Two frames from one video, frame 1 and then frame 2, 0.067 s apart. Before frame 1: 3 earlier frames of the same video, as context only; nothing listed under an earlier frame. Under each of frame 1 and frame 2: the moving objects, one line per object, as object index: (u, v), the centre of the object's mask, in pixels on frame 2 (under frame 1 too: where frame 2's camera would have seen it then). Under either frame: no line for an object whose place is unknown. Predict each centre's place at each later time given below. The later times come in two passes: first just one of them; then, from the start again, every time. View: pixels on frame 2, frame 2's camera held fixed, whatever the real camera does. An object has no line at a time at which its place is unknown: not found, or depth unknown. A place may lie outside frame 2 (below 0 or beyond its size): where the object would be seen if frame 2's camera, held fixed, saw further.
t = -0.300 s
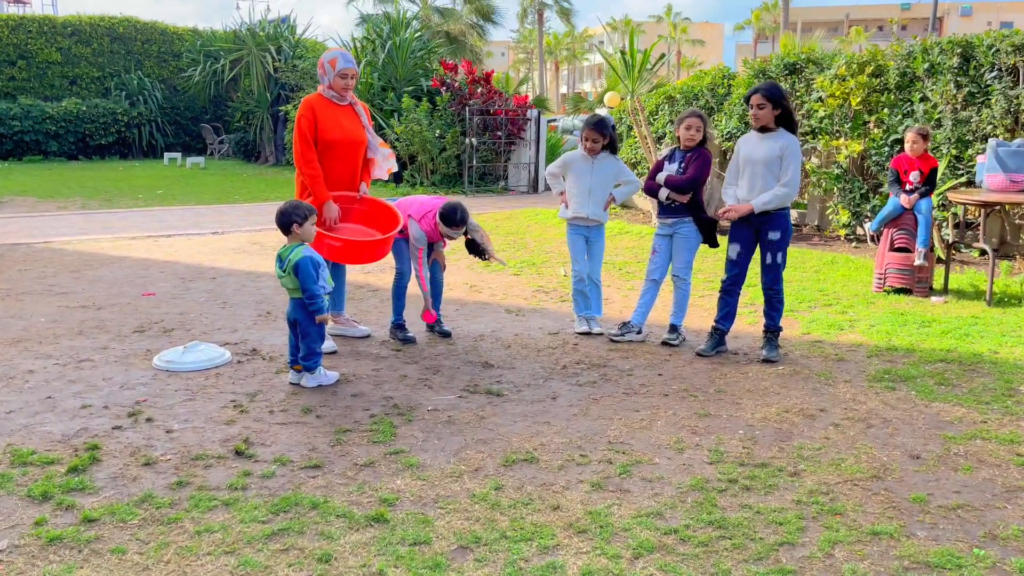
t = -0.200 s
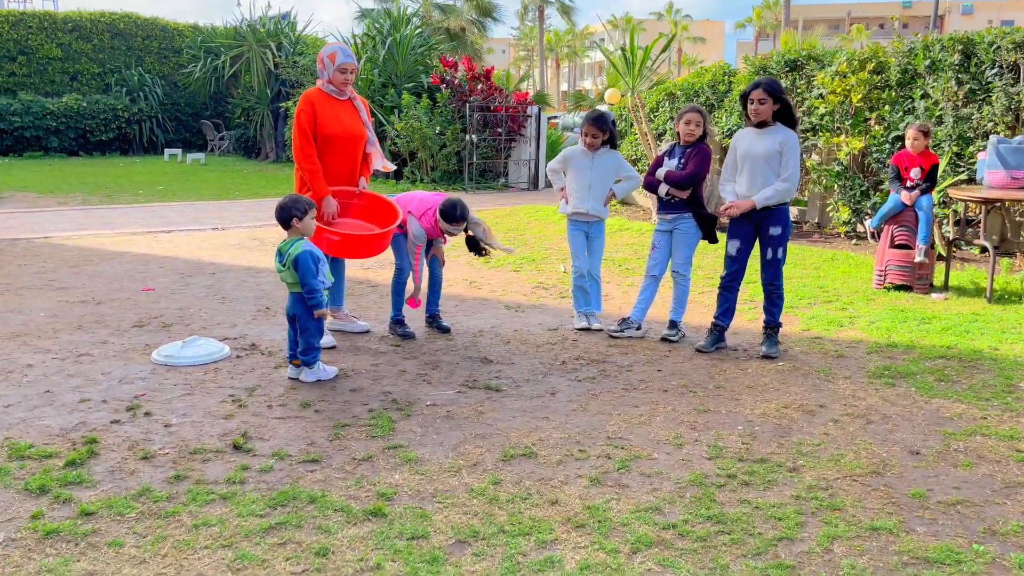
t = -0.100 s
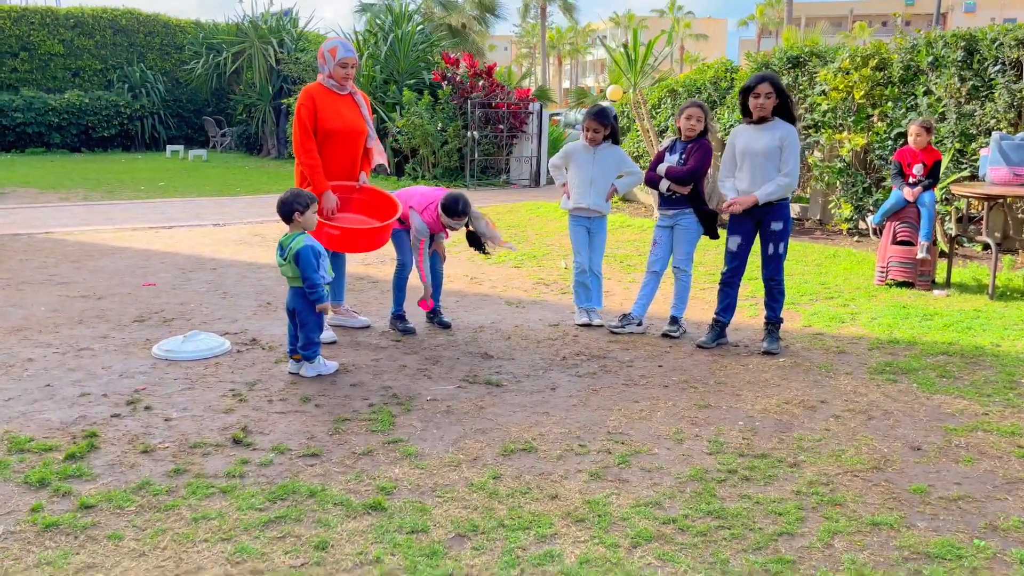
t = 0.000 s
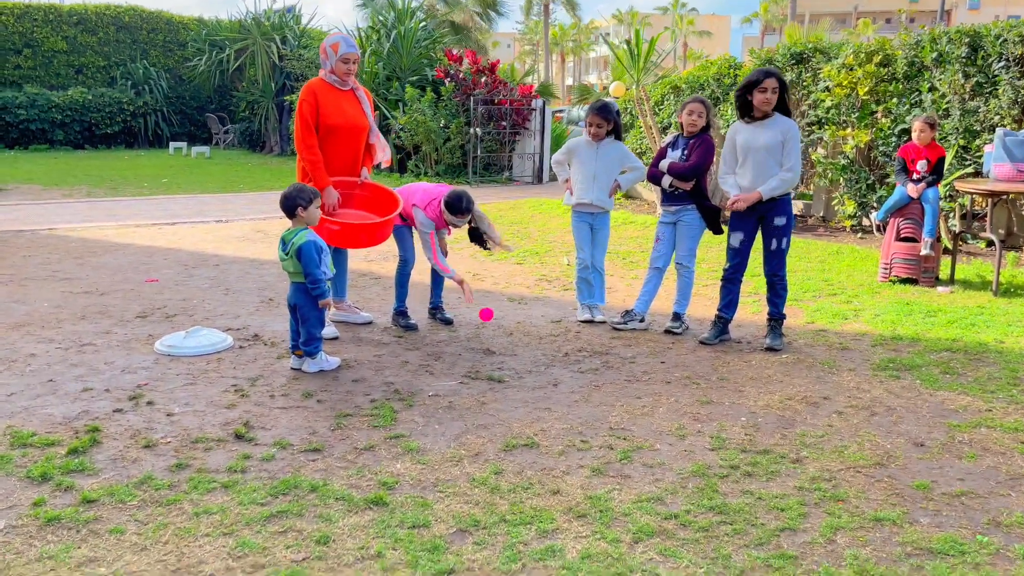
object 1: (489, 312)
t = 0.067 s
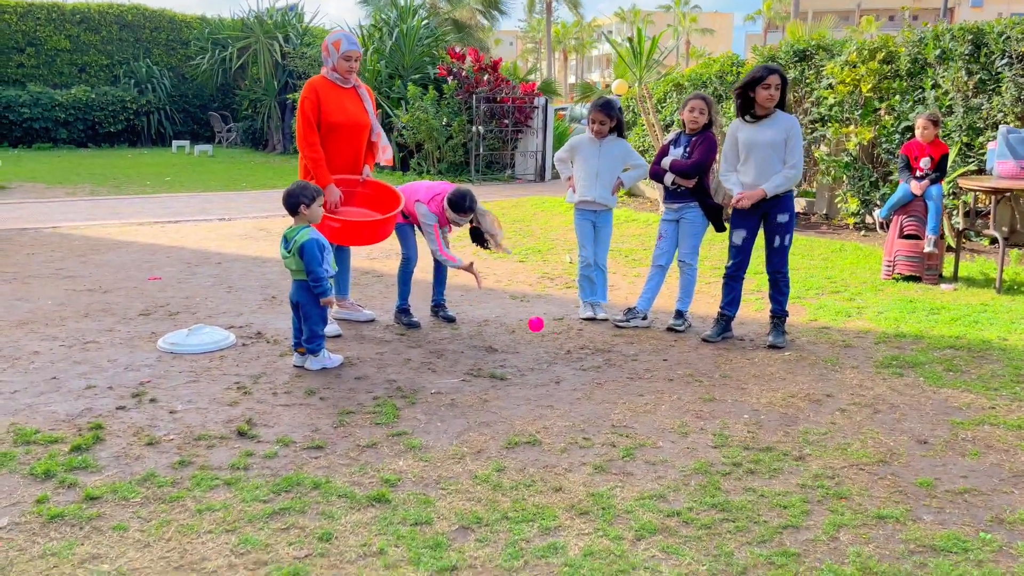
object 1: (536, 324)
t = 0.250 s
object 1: (707, 418)
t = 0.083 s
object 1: (549, 329)
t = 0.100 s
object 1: (563, 334)
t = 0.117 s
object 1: (577, 341)
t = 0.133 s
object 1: (591, 348)
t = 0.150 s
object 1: (606, 355)
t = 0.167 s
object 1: (621, 363)
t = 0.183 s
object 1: (637, 373)
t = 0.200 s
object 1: (654, 383)
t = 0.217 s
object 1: (671, 394)
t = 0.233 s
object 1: (689, 406)
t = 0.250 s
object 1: (707, 418)
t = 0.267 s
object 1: (722, 418)
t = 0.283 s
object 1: (738, 420)
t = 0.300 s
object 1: (754, 423)
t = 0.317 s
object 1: (771, 427)
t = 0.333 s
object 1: (789, 431)
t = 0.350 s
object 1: (806, 436)
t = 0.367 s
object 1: (825, 442)
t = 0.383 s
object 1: (844, 449)
